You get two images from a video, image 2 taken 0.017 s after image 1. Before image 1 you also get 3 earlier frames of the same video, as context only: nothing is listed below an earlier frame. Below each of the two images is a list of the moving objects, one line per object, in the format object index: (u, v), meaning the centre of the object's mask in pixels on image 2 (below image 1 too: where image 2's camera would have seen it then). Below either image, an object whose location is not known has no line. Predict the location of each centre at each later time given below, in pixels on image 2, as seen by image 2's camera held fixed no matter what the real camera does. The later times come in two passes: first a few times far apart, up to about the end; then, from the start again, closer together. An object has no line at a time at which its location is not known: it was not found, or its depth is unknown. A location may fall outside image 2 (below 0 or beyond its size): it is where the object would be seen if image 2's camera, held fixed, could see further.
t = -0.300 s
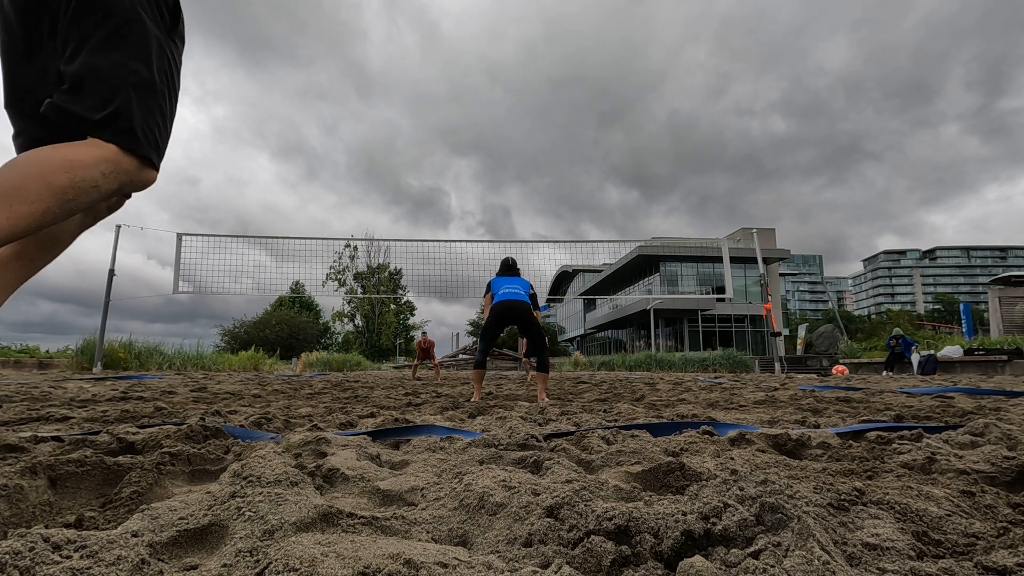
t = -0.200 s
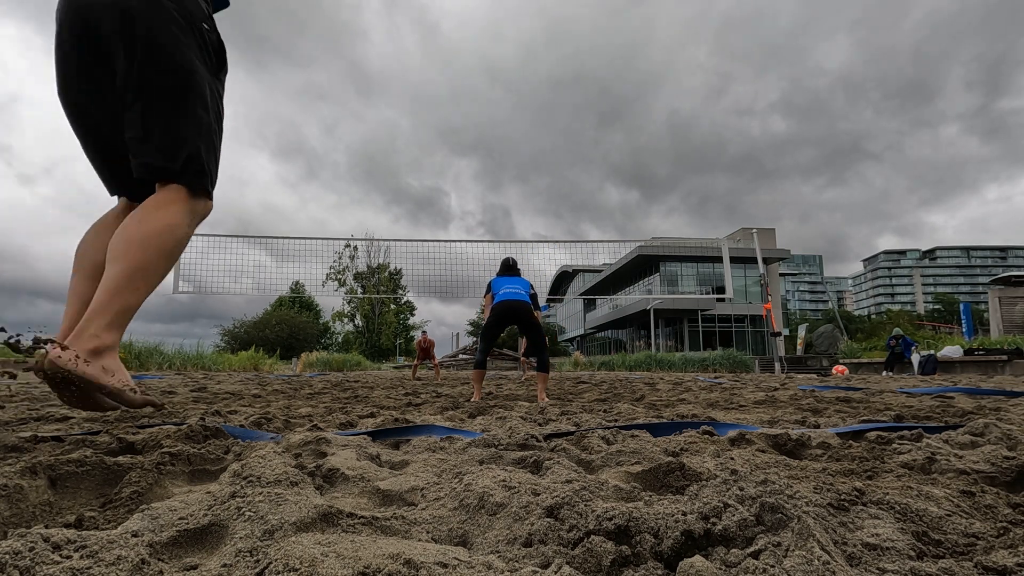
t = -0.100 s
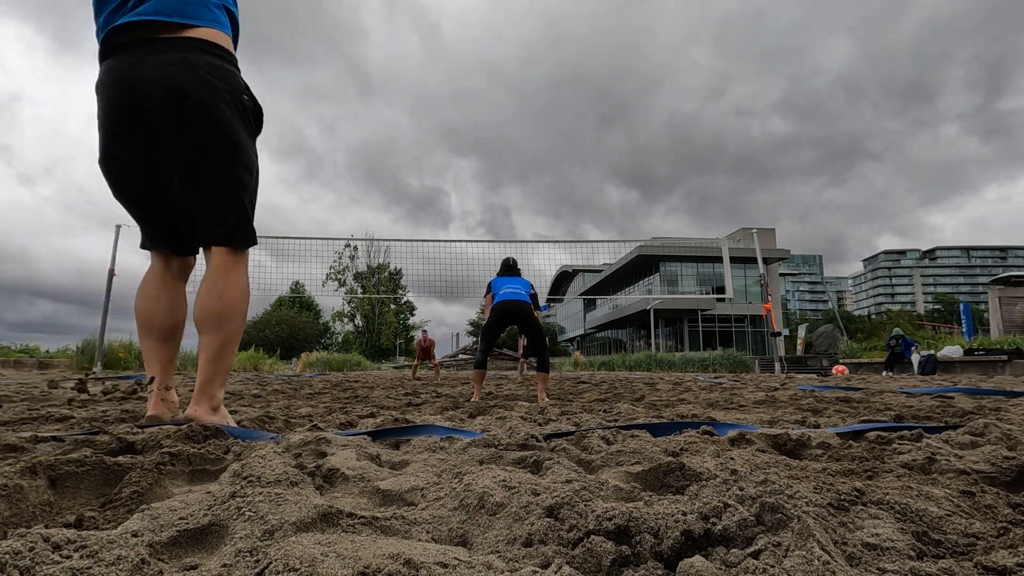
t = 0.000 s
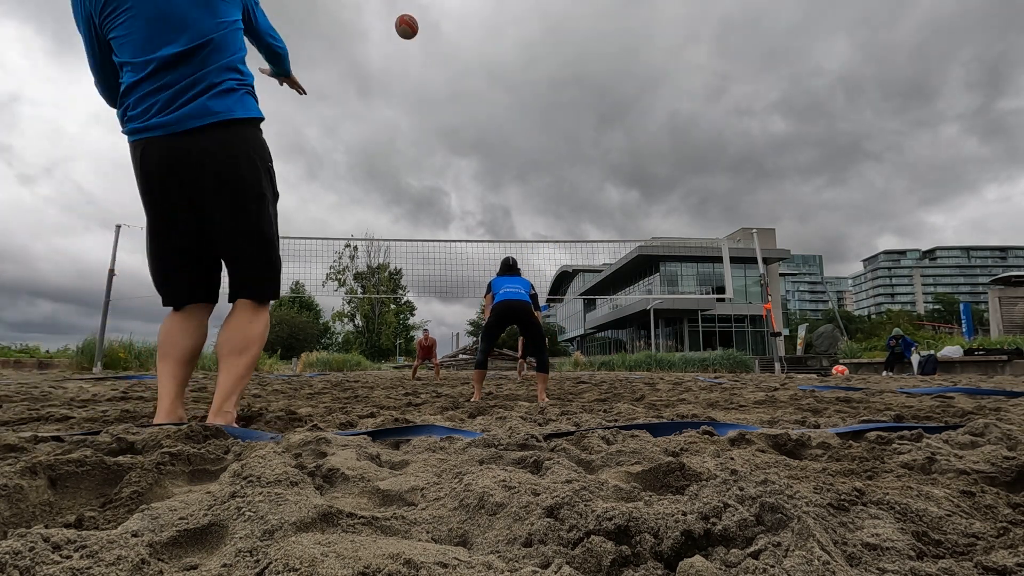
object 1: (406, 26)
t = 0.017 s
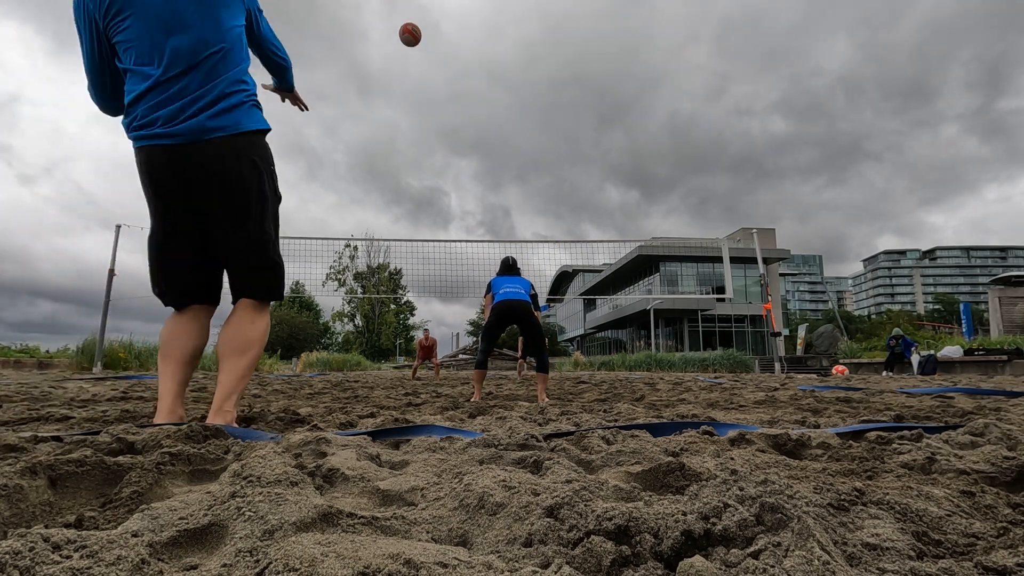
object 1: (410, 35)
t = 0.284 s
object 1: (445, 136)
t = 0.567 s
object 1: (461, 223)
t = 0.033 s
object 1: (413, 42)
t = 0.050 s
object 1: (416, 50)
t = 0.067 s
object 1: (419, 57)
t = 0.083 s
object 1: (422, 64)
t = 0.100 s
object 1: (425, 70)
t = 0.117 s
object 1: (427, 77)
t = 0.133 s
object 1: (429, 83)
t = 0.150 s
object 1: (431, 90)
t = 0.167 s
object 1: (433, 96)
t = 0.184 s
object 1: (435, 102)
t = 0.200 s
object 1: (437, 108)
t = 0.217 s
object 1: (439, 114)
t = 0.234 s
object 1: (441, 119)
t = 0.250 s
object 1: (442, 125)
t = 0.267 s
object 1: (443, 131)
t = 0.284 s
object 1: (445, 136)
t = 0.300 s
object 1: (446, 142)
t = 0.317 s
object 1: (448, 147)
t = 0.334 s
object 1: (449, 152)
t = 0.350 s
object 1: (450, 158)
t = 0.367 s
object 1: (451, 163)
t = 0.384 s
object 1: (452, 168)
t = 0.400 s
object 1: (453, 173)
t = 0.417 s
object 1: (454, 178)
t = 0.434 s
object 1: (455, 184)
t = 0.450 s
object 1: (456, 189)
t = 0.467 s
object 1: (457, 194)
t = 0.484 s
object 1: (458, 198)
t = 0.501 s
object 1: (458, 203)
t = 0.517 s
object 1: (459, 209)
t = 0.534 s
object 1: (460, 213)
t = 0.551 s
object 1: (460, 218)
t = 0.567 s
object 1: (461, 223)
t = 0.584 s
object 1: (461, 228)
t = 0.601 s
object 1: (462, 233)
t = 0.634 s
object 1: (463, 243)
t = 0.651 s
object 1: (463, 247)
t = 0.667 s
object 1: (463, 252)
